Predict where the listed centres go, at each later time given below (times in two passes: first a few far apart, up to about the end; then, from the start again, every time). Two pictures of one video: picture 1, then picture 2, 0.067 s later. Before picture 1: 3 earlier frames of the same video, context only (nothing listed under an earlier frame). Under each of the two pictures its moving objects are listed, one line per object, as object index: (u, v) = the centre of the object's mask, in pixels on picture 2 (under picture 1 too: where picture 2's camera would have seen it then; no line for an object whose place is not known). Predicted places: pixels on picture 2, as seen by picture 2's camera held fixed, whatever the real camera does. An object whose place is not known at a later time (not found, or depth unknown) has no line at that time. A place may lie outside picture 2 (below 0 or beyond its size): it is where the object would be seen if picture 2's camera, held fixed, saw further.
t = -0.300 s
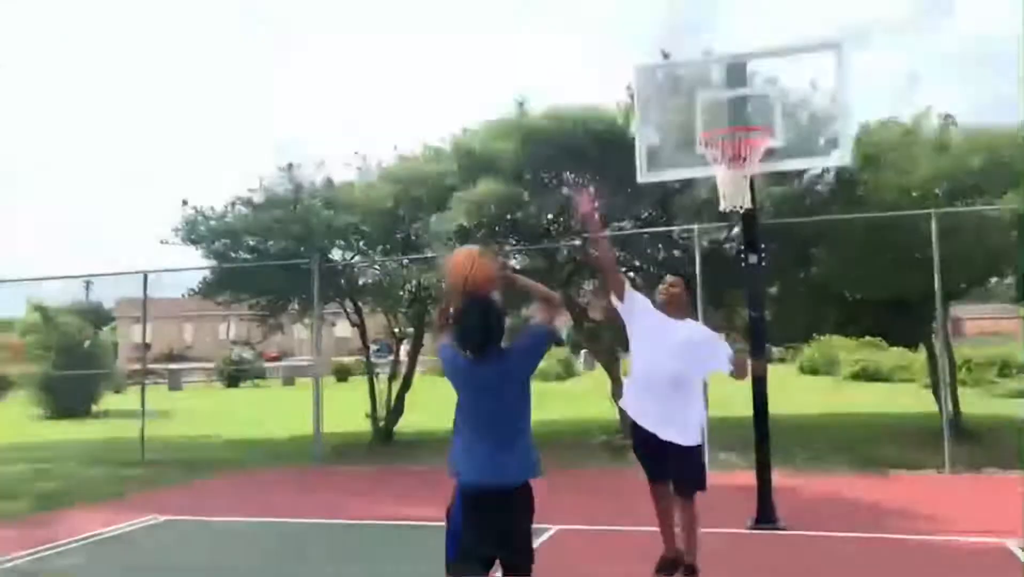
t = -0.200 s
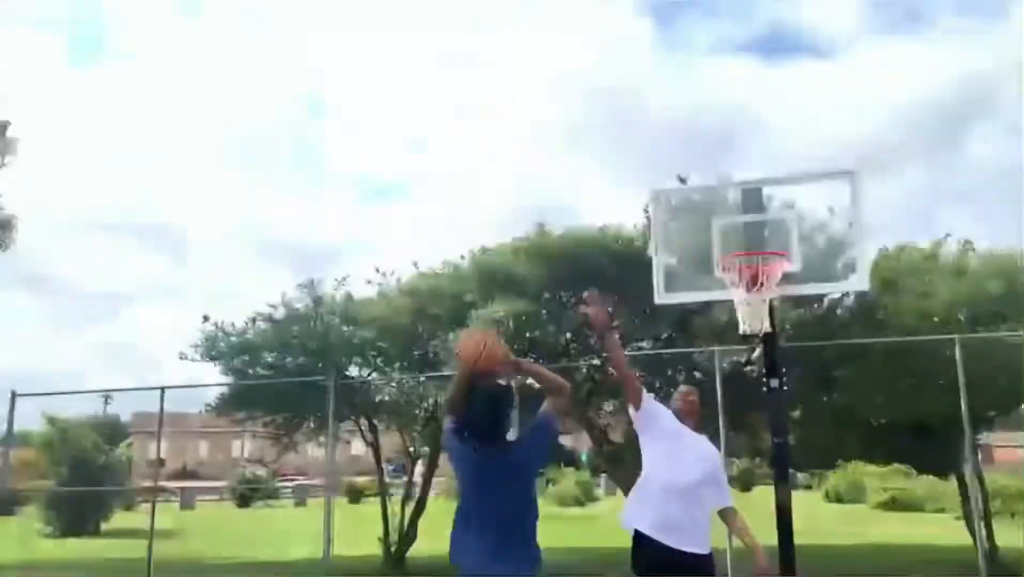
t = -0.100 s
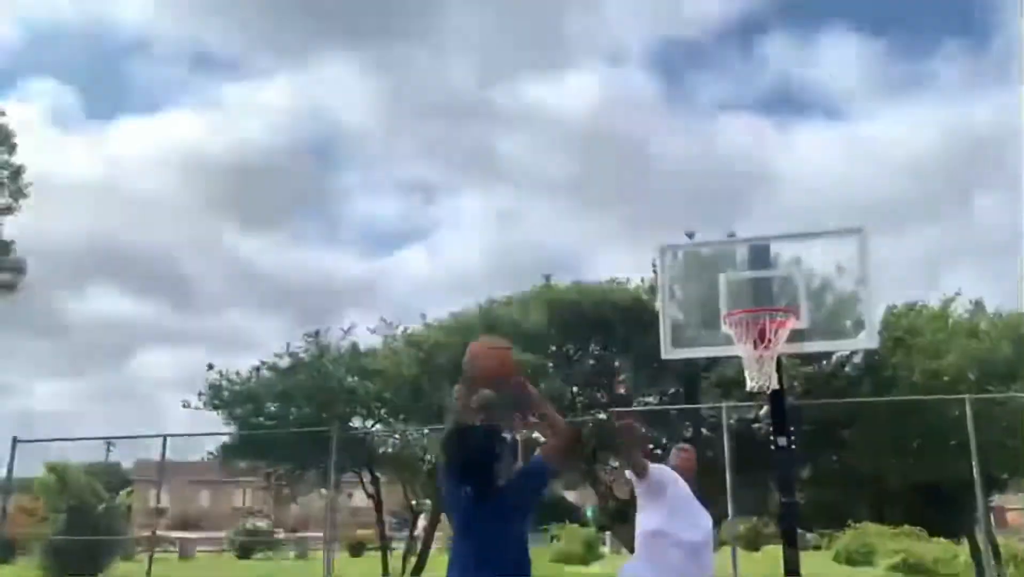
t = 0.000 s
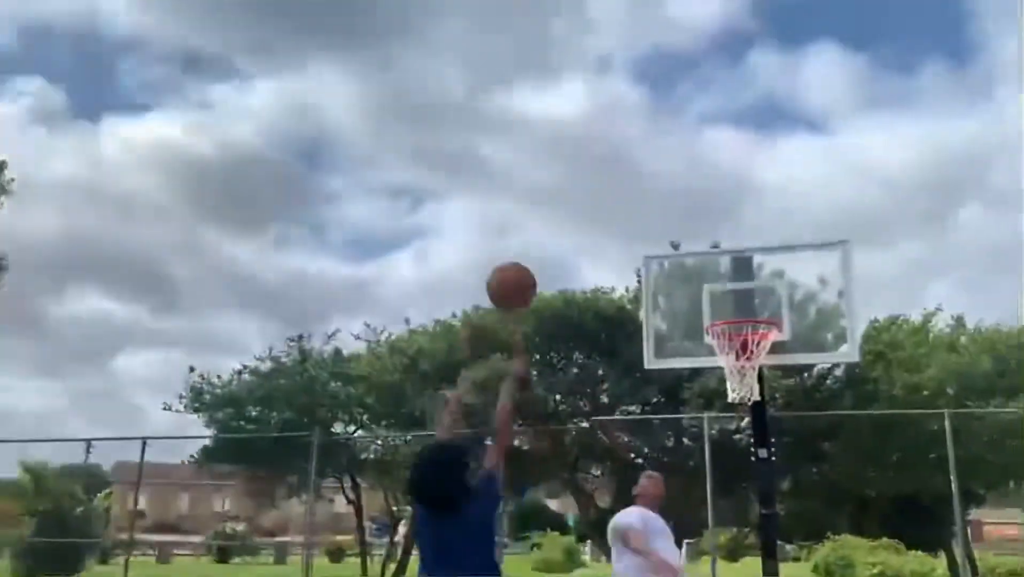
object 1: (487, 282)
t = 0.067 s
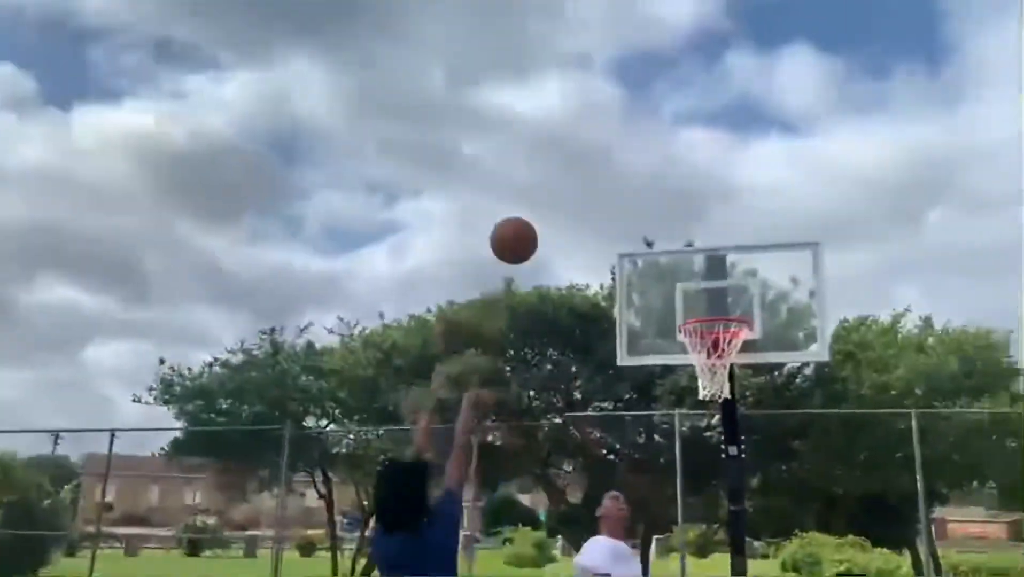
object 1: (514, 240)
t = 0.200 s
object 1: (563, 190)
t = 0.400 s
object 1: (621, 178)
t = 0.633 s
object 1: (678, 238)
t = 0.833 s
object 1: (715, 332)
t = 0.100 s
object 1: (527, 224)
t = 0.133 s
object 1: (540, 210)
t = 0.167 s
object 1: (552, 199)
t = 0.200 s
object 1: (563, 190)
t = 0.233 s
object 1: (573, 183)
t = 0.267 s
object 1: (584, 178)
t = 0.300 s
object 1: (594, 176)
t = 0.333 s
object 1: (603, 174)
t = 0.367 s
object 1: (613, 176)
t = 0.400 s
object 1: (621, 178)
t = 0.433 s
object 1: (630, 183)
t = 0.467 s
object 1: (639, 188)
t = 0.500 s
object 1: (647, 195)
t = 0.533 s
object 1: (655, 204)
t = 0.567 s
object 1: (663, 214)
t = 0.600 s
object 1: (671, 225)
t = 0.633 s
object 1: (678, 238)
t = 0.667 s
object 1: (686, 252)
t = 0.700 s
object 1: (694, 267)
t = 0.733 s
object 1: (699, 283)
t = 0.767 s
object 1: (705, 300)
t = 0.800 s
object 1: (711, 310)
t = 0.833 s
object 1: (715, 332)
